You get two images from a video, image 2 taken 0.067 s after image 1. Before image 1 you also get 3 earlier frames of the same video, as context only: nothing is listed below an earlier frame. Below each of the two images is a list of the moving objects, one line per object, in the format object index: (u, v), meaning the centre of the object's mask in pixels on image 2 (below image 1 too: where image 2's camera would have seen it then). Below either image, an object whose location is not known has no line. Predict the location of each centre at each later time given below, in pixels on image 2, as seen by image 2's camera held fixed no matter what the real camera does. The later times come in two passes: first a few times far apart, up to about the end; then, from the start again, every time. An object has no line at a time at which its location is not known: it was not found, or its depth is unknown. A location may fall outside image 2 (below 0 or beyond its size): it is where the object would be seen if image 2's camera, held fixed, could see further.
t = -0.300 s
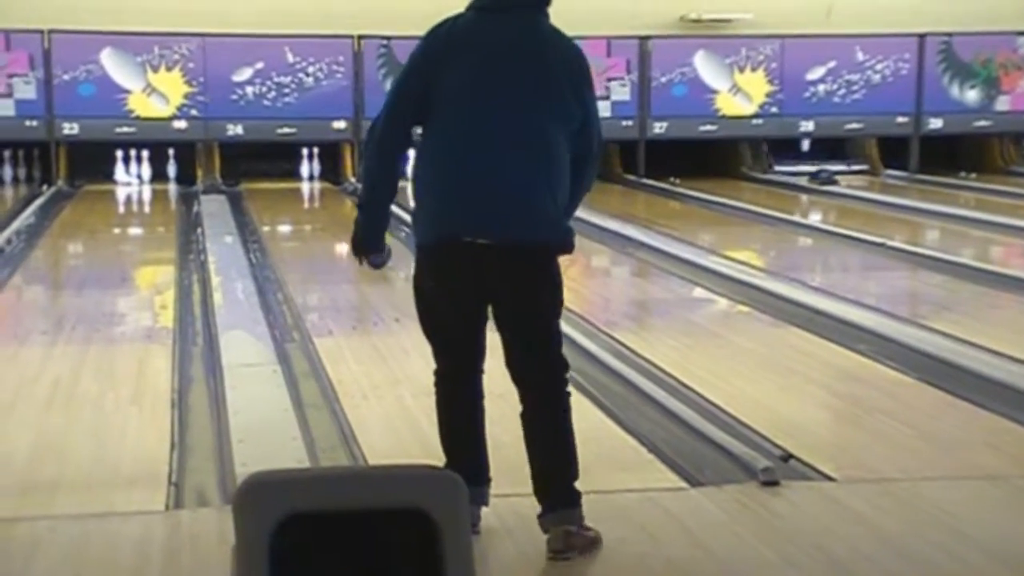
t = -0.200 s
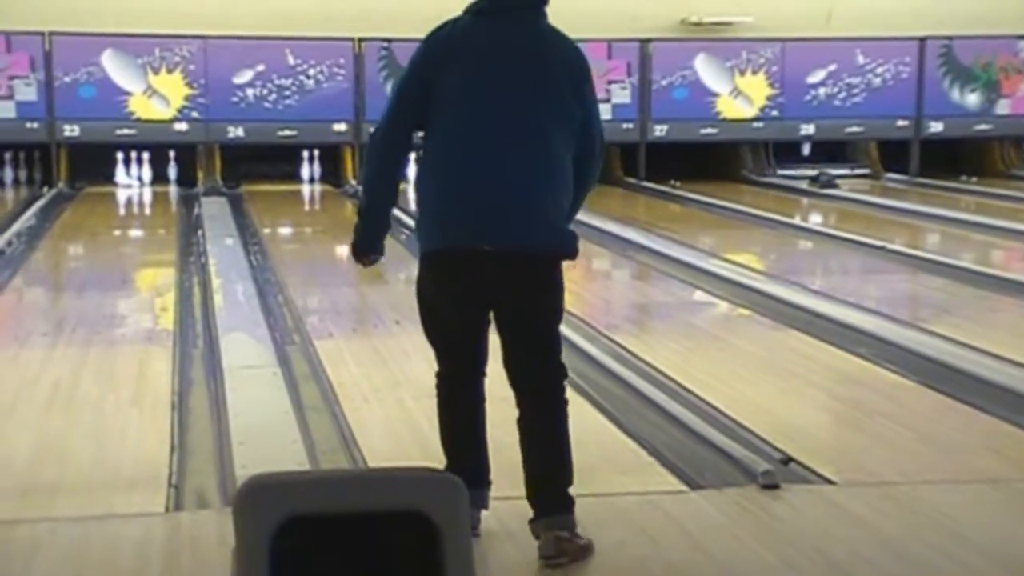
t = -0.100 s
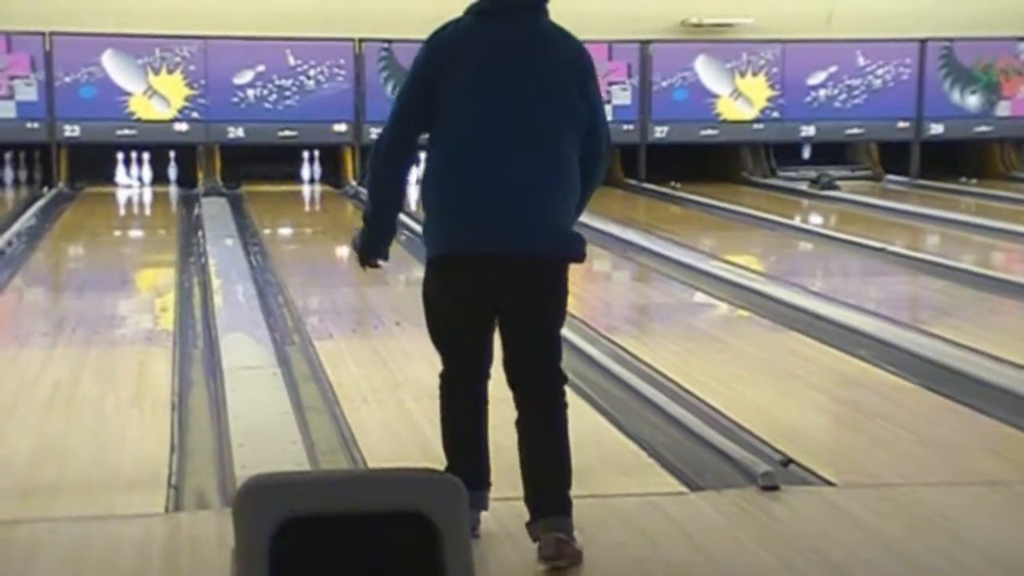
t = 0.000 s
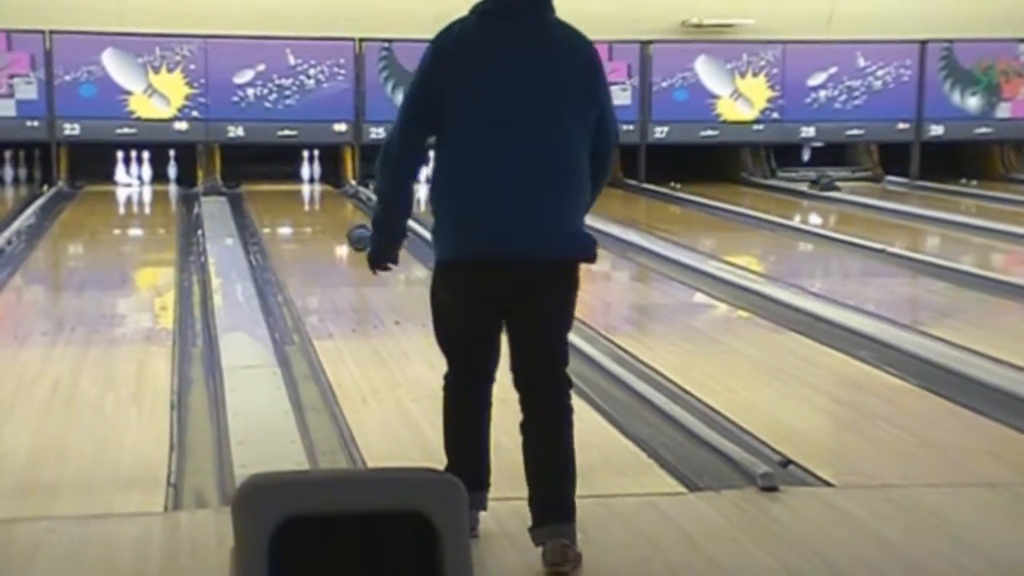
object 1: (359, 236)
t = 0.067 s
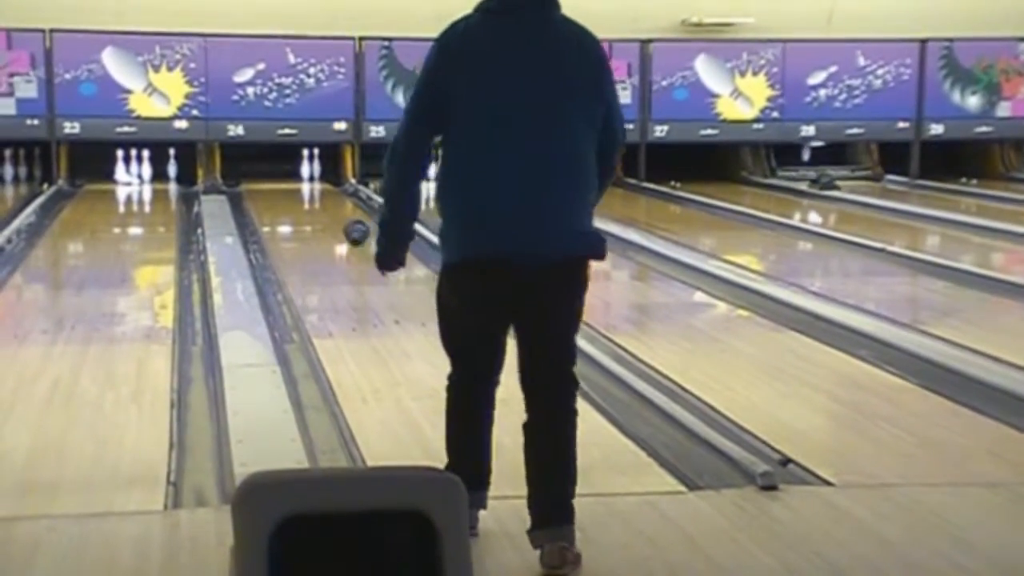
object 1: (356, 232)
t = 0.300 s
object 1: (346, 220)
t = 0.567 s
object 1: (336, 211)
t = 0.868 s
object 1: (327, 198)
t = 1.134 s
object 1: (319, 190)
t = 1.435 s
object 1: (311, 183)
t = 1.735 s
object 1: (306, 178)
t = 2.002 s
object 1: (303, 173)
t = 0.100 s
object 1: (355, 230)
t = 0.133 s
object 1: (353, 228)
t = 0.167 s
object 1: (352, 226)
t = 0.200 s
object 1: (350, 225)
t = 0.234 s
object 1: (349, 223)
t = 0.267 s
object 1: (347, 222)
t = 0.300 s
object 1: (346, 220)
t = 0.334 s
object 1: (344, 219)
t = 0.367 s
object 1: (343, 218)
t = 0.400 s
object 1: (342, 216)
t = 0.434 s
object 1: (341, 215)
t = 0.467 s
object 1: (340, 214)
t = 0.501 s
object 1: (338, 212)
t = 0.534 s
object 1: (337, 211)
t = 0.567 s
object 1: (336, 211)
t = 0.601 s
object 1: (334, 209)
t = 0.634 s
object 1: (333, 208)
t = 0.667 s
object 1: (333, 208)
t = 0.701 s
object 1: (332, 205)
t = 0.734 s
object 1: (331, 206)
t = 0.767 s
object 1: (330, 203)
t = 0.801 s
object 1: (328, 200)
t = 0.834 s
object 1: (327, 198)
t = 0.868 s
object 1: (327, 198)
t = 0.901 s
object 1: (325, 197)
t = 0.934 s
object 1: (324, 196)
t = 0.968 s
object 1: (323, 195)
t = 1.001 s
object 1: (322, 194)
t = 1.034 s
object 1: (321, 193)
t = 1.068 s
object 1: (320, 191)
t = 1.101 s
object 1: (320, 191)
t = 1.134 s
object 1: (319, 190)
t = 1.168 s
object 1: (318, 190)
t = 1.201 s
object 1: (318, 189)
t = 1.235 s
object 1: (317, 188)
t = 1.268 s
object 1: (315, 188)
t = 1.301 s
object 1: (315, 187)
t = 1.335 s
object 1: (314, 186)
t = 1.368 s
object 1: (313, 185)
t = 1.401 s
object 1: (312, 184)
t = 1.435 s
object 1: (311, 183)
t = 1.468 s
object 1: (310, 182)
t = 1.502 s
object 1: (310, 182)
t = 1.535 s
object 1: (309, 181)
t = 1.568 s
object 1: (308, 180)
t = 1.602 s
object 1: (308, 180)
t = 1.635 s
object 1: (307, 179)
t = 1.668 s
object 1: (307, 179)
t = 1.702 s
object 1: (307, 178)
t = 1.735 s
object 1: (306, 178)
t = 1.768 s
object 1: (305, 177)
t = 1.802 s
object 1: (305, 175)
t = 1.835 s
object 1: (304, 174)
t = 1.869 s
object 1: (303, 174)
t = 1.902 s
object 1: (304, 174)
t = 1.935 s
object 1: (304, 173)
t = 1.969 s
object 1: (303, 173)
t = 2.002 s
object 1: (303, 173)
